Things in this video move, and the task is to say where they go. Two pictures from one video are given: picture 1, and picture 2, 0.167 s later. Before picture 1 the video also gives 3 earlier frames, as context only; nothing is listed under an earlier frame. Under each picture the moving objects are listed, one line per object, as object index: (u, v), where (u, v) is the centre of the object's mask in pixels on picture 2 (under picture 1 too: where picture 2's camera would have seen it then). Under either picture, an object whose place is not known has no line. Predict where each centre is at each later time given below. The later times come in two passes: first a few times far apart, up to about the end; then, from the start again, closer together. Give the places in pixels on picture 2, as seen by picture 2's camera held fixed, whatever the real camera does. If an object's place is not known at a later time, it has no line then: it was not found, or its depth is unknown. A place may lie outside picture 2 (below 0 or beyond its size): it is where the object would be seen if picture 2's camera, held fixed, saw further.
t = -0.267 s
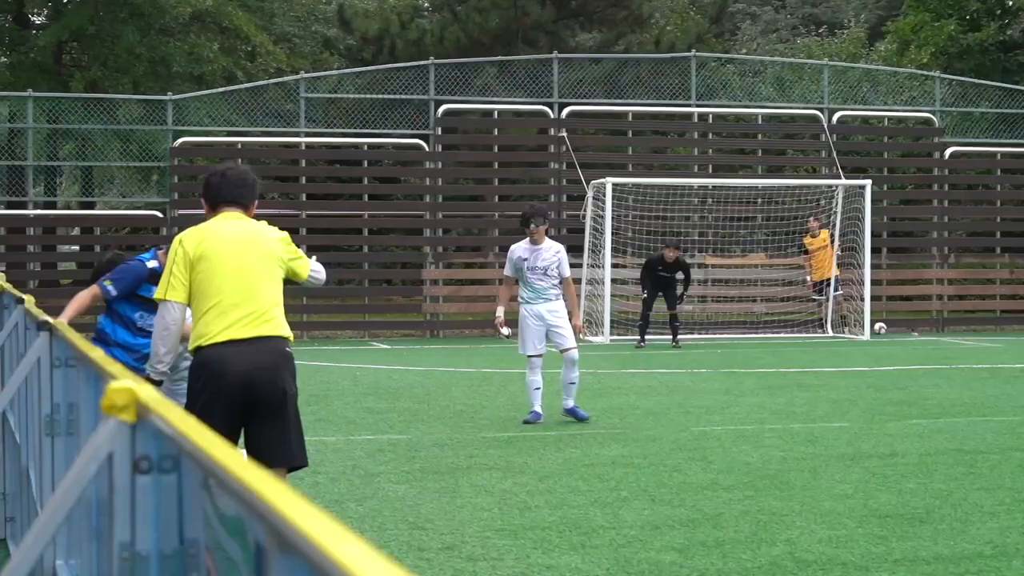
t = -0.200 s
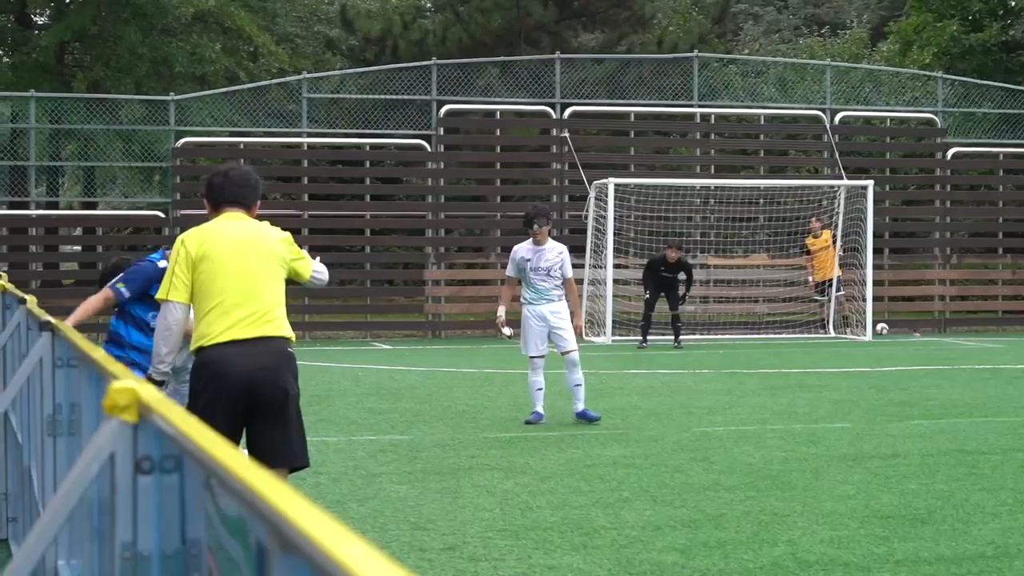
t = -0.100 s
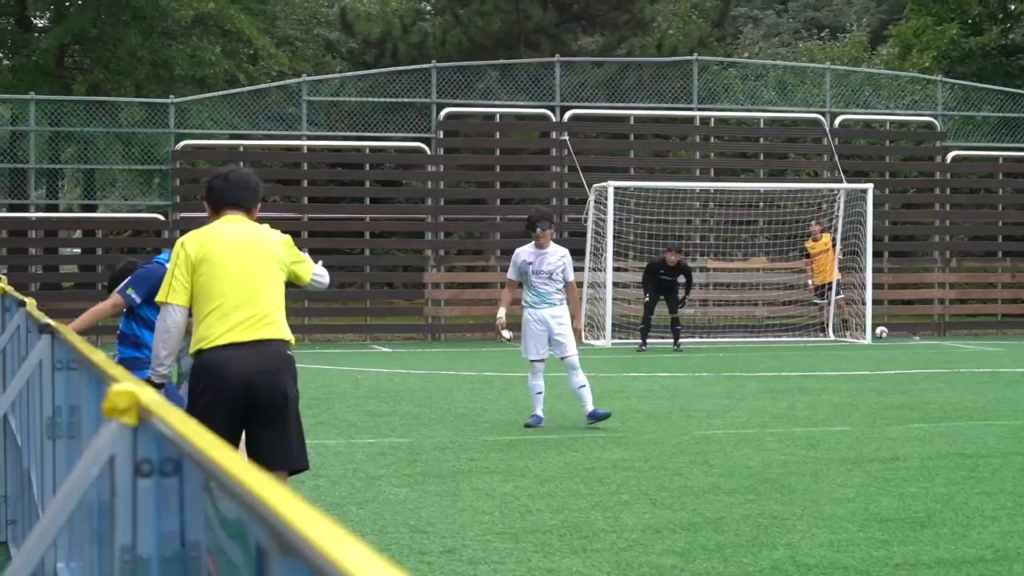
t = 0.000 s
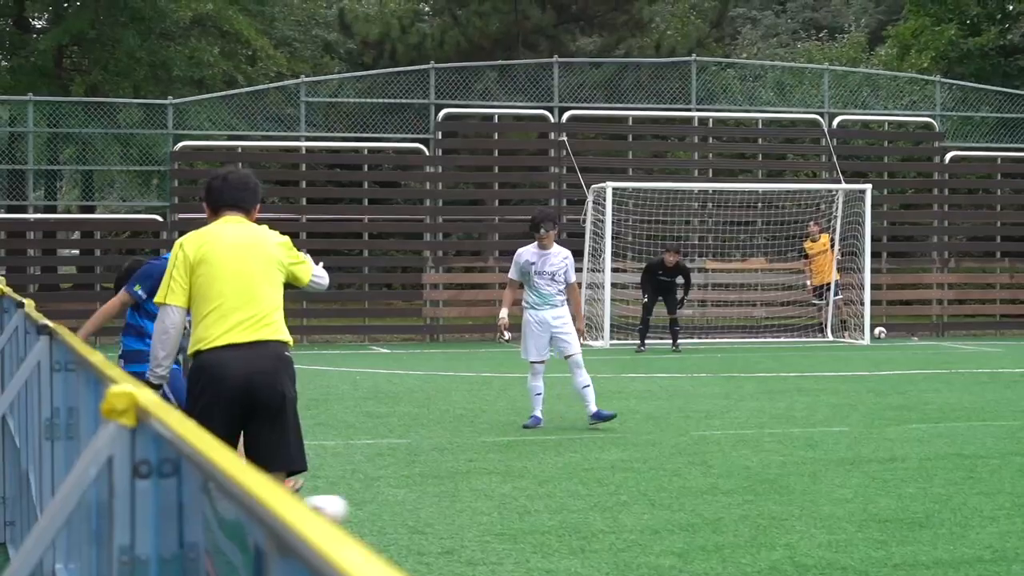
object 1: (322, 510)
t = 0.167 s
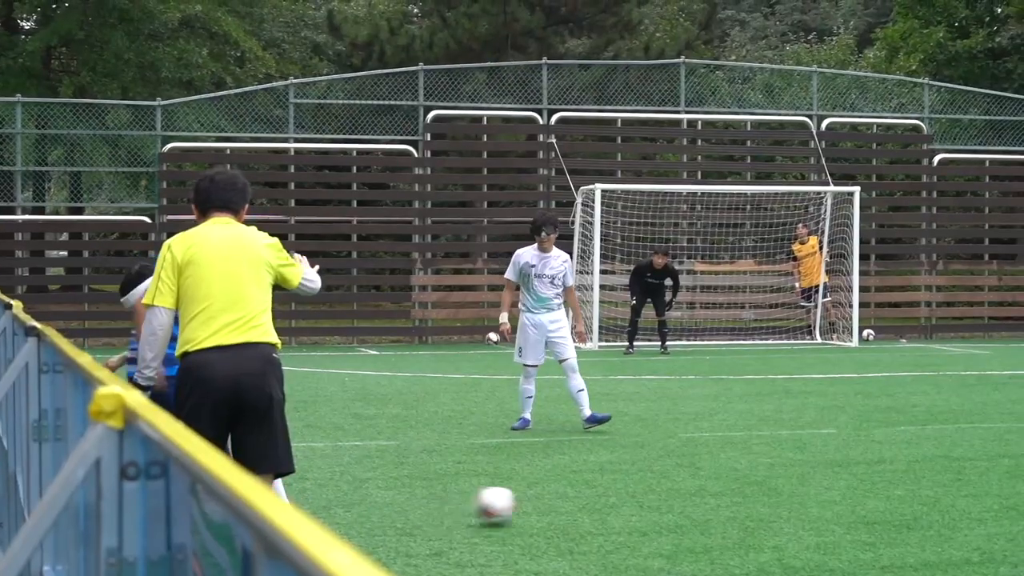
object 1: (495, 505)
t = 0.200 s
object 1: (526, 503)
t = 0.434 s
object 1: (695, 483)
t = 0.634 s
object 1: (813, 478)
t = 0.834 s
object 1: (917, 470)
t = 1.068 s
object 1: (1021, 460)
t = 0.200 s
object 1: (526, 503)
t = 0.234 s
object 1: (552, 498)
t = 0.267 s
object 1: (578, 493)
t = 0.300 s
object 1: (604, 492)
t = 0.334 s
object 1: (629, 494)
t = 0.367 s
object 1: (653, 493)
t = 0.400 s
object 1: (674, 487)
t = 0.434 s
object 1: (695, 483)
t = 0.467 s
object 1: (715, 482)
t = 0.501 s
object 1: (735, 483)
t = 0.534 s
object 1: (755, 484)
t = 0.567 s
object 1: (774, 480)
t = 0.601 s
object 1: (793, 477)
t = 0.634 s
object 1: (813, 478)
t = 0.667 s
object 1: (831, 478)
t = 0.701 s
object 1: (850, 475)
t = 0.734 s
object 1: (867, 473)
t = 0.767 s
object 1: (884, 473)
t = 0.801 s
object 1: (901, 472)
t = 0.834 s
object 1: (917, 470)
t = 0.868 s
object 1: (934, 468)
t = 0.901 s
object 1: (949, 468)
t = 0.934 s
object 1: (964, 465)
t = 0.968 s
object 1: (980, 464)
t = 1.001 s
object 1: (996, 463)
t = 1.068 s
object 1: (1021, 460)
